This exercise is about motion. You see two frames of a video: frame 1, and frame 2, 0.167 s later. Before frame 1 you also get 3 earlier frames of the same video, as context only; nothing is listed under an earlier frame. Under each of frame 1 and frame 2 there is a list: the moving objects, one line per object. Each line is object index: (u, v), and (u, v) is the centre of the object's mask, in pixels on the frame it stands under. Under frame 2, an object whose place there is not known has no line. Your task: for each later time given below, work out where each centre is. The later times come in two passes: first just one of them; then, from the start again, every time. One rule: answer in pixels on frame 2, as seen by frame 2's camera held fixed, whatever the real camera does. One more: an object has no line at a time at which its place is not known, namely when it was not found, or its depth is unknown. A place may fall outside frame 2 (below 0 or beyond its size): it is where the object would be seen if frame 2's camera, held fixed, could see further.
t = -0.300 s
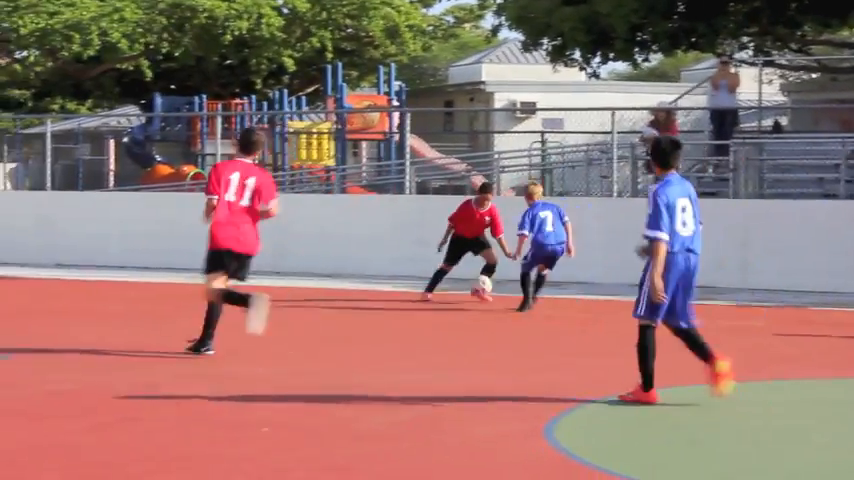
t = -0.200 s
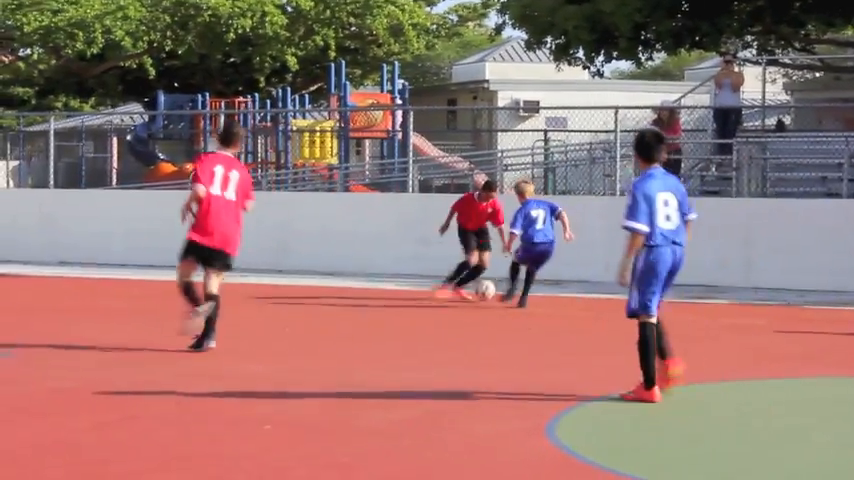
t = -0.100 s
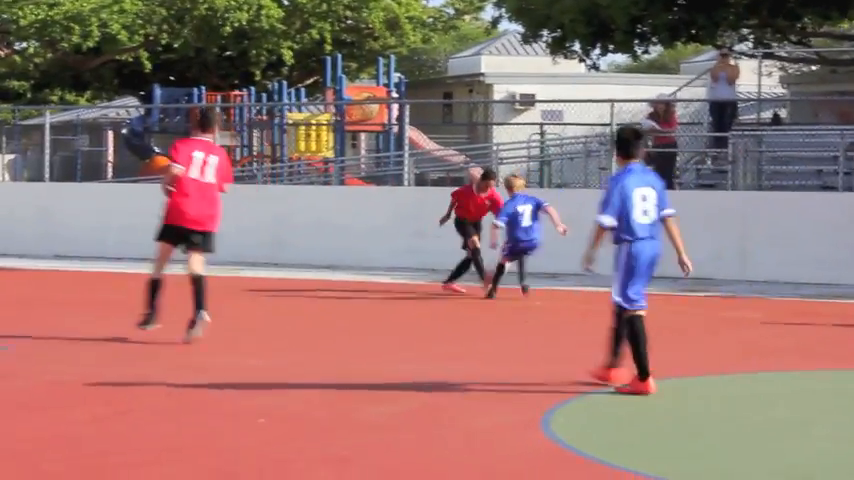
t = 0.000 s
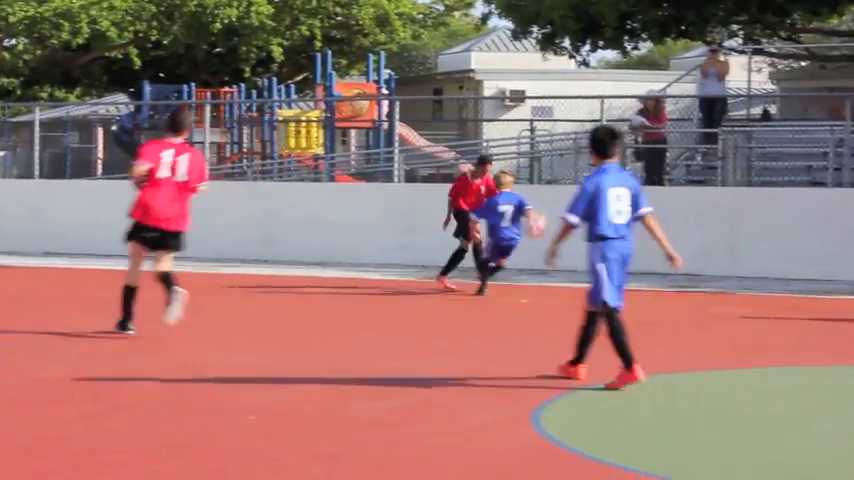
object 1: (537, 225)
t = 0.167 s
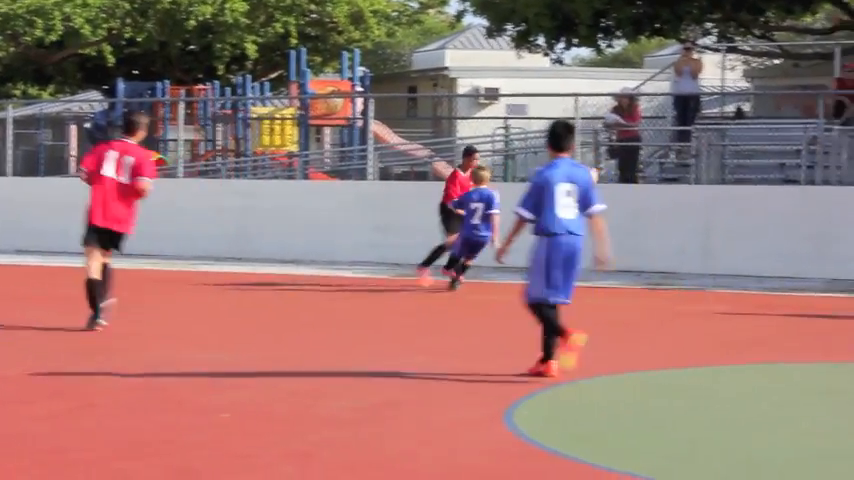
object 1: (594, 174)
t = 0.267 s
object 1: (633, 163)
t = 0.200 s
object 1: (604, 171)
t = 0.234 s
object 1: (619, 167)
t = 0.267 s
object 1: (633, 163)
